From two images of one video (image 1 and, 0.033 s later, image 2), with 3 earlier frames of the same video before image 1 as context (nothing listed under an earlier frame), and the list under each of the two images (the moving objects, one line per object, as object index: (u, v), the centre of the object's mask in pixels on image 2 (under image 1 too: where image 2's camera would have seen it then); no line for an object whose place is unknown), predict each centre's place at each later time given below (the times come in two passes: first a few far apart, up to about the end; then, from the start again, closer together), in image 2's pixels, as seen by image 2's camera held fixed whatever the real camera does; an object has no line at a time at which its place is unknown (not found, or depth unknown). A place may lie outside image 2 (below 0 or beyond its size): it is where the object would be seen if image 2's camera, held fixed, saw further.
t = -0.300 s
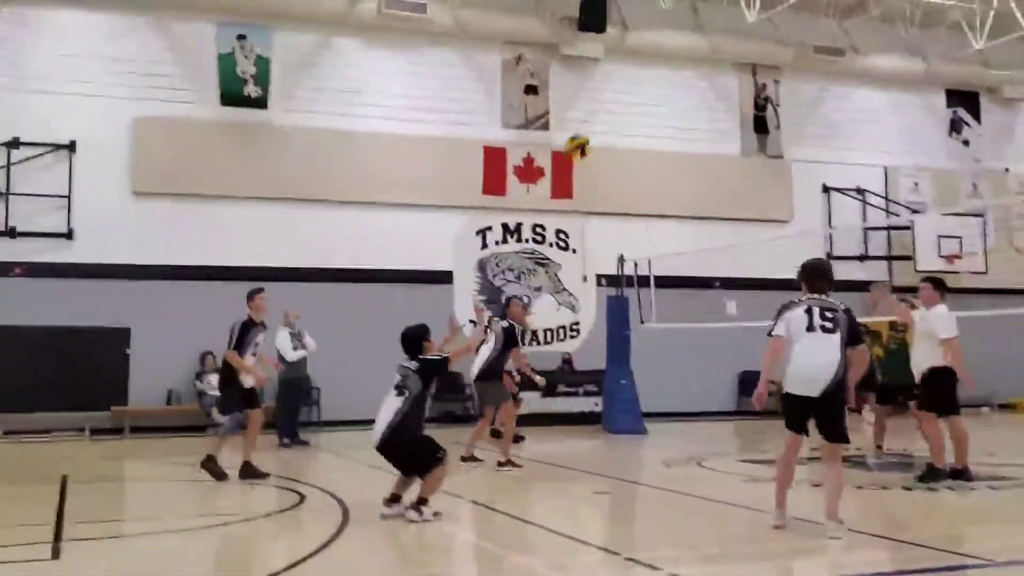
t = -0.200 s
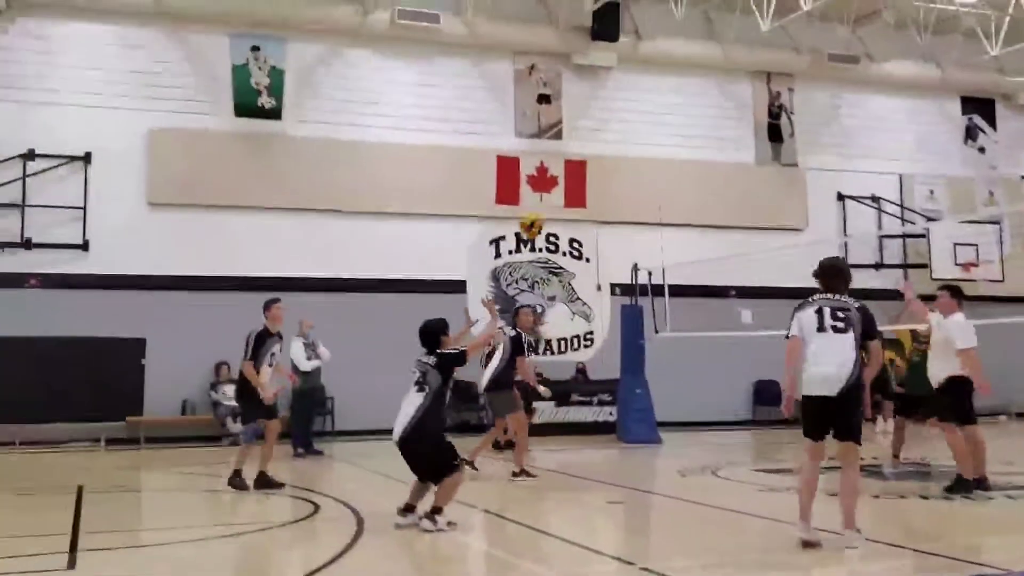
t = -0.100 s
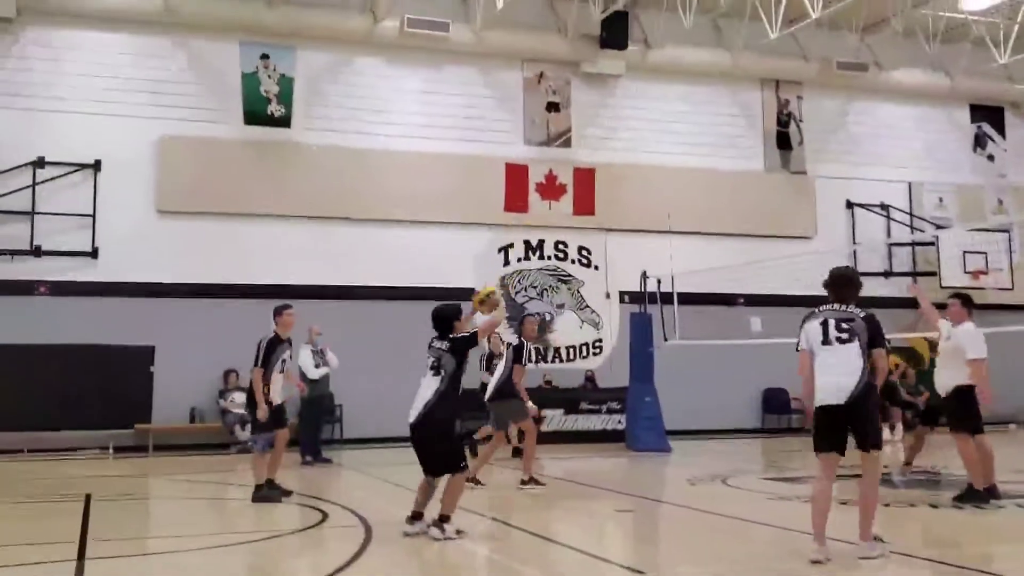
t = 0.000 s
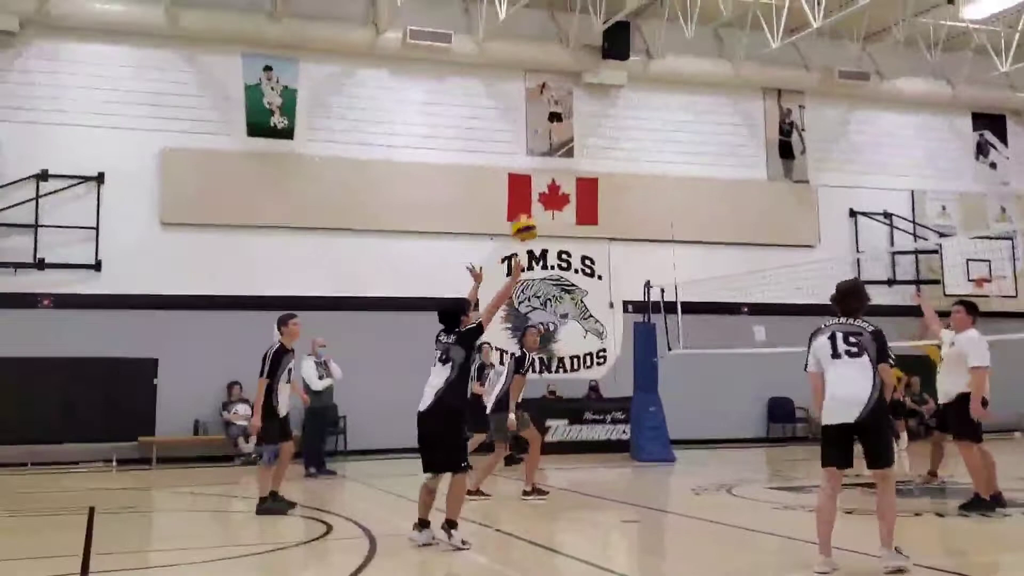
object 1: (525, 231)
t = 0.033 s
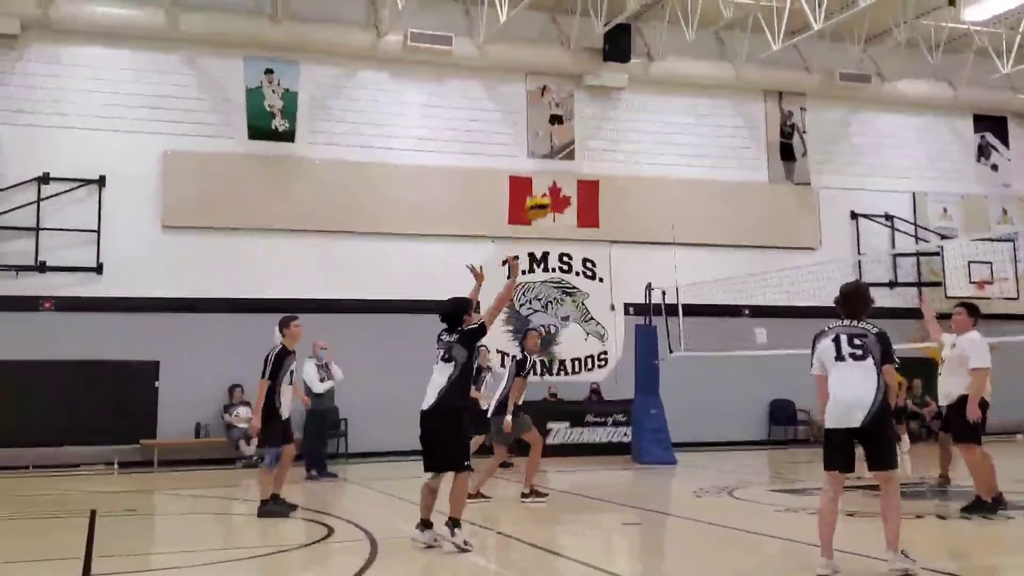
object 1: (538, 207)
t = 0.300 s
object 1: (633, 63)
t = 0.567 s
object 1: (719, 18)
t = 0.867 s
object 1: (812, 62)
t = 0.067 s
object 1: (549, 184)
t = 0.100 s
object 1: (562, 161)
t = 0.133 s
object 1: (574, 142)
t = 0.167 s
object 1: (587, 122)
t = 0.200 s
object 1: (598, 105)
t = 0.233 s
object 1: (610, 90)
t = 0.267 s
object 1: (621, 75)
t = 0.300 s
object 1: (633, 63)
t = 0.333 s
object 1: (645, 52)
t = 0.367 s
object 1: (655, 44)
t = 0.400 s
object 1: (666, 35)
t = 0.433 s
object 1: (676, 29)
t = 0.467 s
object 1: (687, 24)
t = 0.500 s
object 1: (697, 21)
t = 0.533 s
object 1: (709, 20)
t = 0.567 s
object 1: (719, 18)
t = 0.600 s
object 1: (729, 19)
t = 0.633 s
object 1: (739, 20)
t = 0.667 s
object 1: (749, 23)
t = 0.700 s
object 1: (759, 25)
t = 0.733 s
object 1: (770, 30)
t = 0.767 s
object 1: (780, 37)
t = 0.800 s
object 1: (789, 43)
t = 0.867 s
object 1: (812, 62)
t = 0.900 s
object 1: (820, 72)
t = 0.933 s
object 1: (831, 86)
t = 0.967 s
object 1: (841, 98)
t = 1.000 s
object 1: (851, 112)
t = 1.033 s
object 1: (862, 128)
